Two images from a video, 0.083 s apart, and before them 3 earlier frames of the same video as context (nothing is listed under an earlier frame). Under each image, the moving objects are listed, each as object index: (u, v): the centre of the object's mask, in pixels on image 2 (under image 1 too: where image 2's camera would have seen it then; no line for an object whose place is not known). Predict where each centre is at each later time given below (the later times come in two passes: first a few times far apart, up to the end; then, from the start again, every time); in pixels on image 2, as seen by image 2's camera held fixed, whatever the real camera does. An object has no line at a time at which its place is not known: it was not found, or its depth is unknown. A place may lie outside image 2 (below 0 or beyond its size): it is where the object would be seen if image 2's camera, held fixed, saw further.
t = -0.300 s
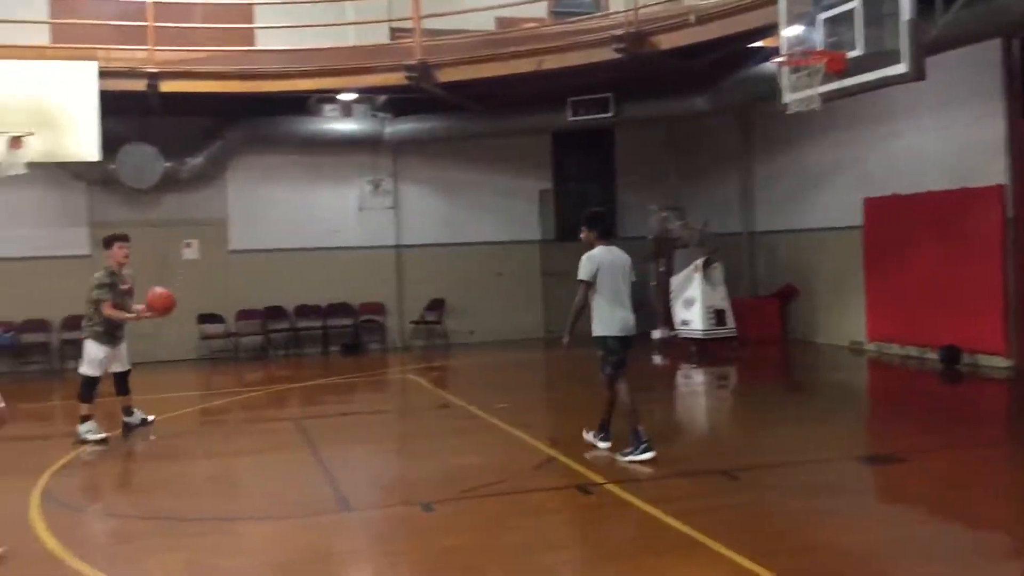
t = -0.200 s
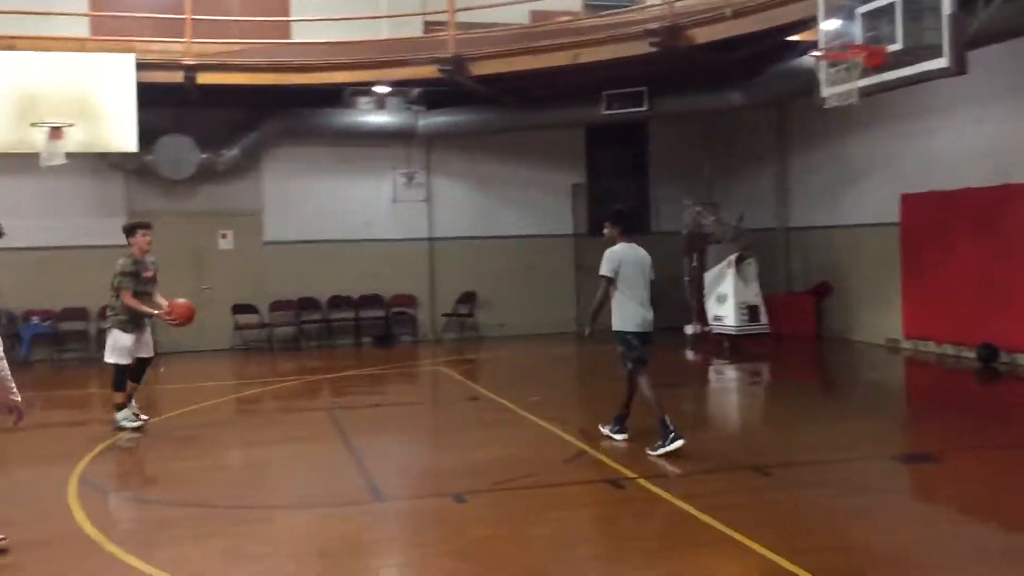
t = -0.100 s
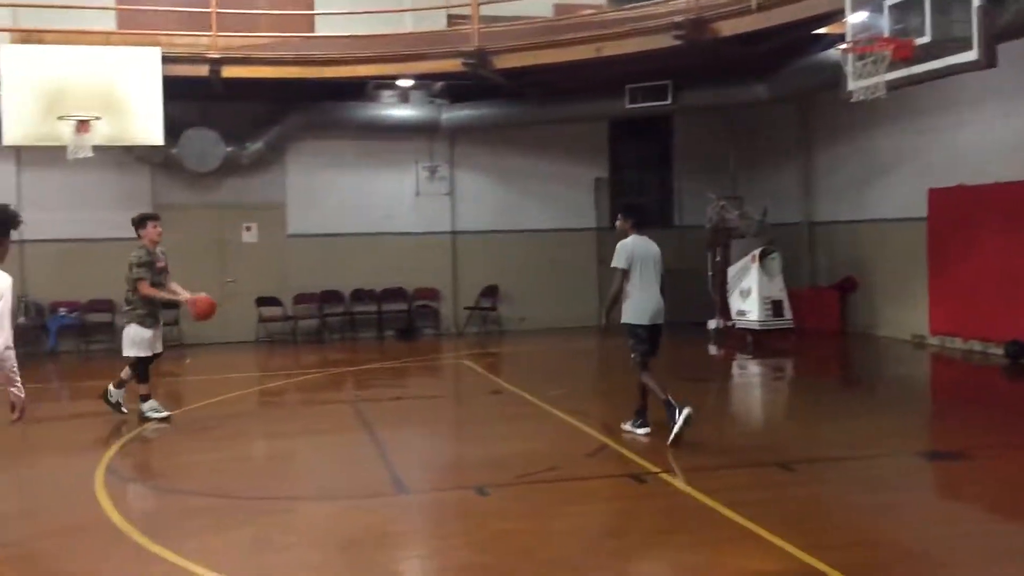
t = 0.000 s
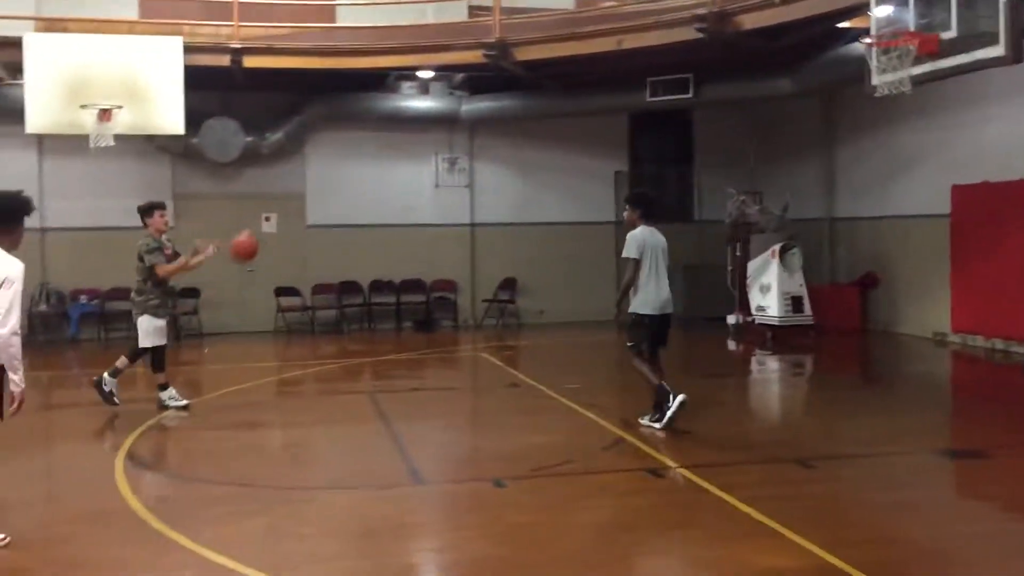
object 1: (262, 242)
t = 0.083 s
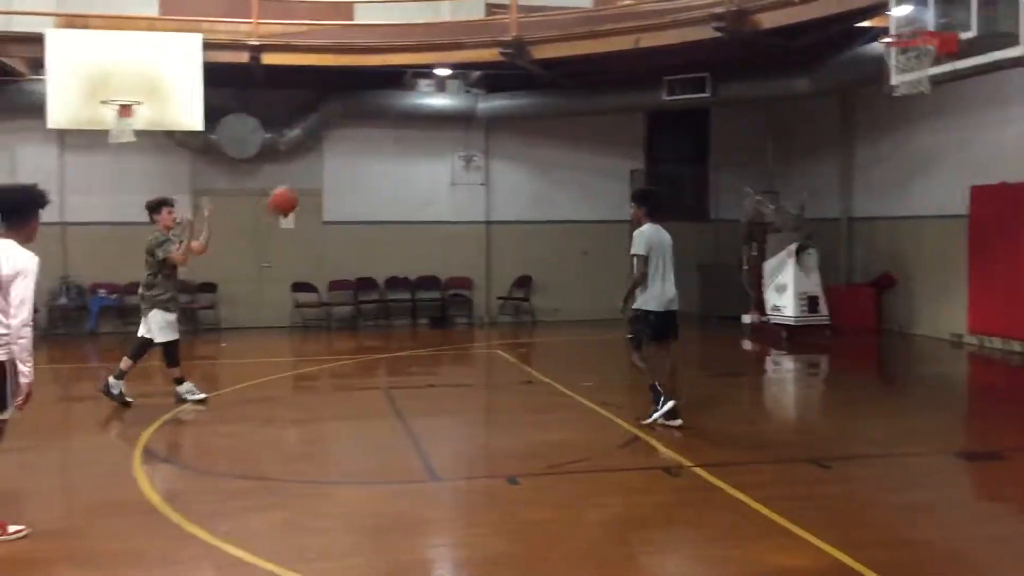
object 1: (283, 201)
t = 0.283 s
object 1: (334, 128)
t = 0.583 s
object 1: (415, 104)
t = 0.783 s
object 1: (472, 149)
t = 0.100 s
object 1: (286, 194)
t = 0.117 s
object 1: (290, 186)
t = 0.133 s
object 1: (295, 179)
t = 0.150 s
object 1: (300, 172)
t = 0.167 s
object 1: (304, 165)
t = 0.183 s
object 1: (308, 158)
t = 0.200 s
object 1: (312, 152)
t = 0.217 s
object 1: (316, 147)
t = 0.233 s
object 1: (321, 141)
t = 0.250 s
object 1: (326, 136)
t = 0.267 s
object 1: (330, 131)
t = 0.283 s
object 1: (334, 128)
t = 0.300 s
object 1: (339, 124)
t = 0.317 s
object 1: (344, 120)
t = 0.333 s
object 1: (348, 116)
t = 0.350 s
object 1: (352, 113)
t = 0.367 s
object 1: (357, 111)
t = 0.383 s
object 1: (360, 109)
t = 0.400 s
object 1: (364, 104)
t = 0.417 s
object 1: (369, 103)
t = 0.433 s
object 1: (375, 102)
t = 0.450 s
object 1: (379, 100)
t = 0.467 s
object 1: (383, 101)
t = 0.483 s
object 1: (387, 100)
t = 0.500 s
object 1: (392, 100)
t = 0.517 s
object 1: (396, 100)
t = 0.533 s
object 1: (401, 101)
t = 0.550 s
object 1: (406, 101)
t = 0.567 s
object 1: (410, 103)
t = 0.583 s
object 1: (415, 104)
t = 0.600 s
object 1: (420, 105)
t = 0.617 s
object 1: (425, 107)
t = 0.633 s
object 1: (428, 109)
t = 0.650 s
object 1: (434, 114)
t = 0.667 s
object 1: (438, 117)
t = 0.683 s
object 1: (443, 120)
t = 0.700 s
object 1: (448, 124)
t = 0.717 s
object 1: (453, 127)
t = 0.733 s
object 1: (458, 133)
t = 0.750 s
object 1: (461, 137)
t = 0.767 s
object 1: (467, 143)
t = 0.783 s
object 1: (472, 149)
